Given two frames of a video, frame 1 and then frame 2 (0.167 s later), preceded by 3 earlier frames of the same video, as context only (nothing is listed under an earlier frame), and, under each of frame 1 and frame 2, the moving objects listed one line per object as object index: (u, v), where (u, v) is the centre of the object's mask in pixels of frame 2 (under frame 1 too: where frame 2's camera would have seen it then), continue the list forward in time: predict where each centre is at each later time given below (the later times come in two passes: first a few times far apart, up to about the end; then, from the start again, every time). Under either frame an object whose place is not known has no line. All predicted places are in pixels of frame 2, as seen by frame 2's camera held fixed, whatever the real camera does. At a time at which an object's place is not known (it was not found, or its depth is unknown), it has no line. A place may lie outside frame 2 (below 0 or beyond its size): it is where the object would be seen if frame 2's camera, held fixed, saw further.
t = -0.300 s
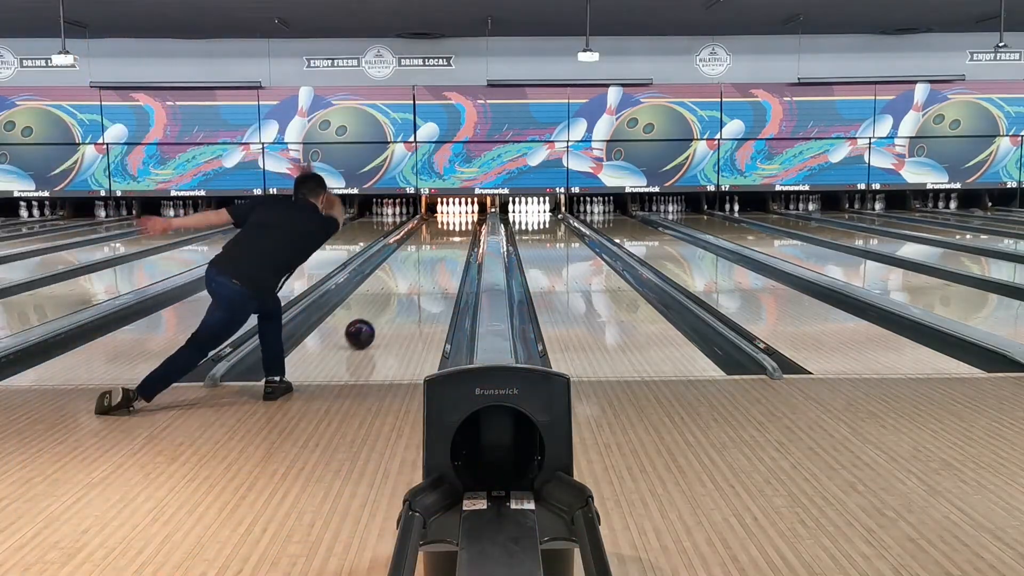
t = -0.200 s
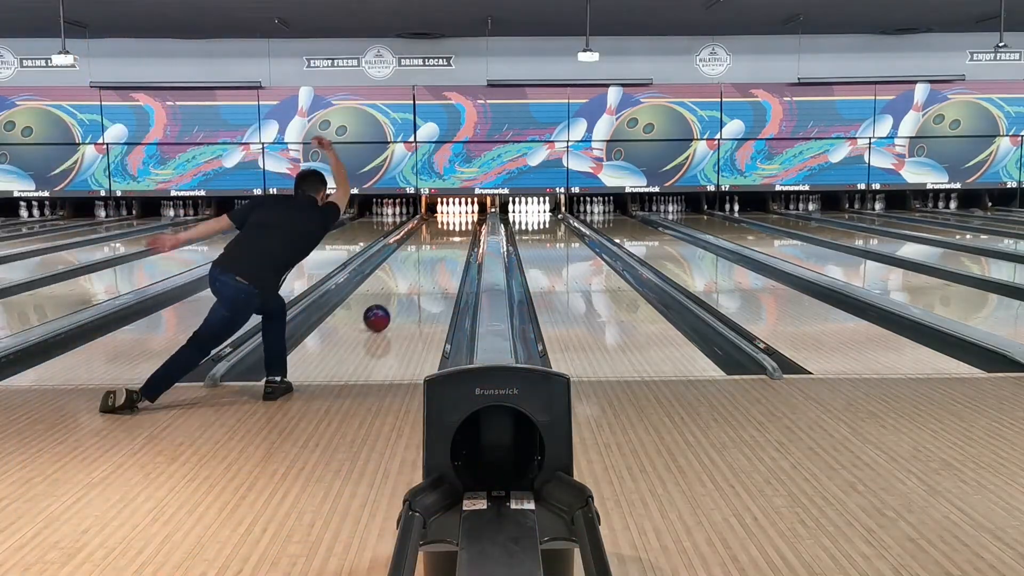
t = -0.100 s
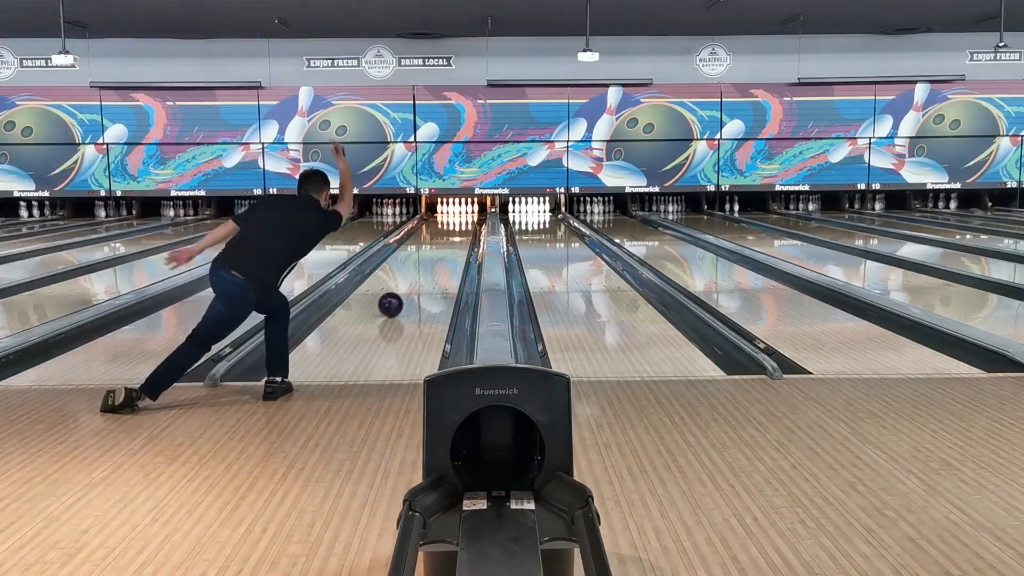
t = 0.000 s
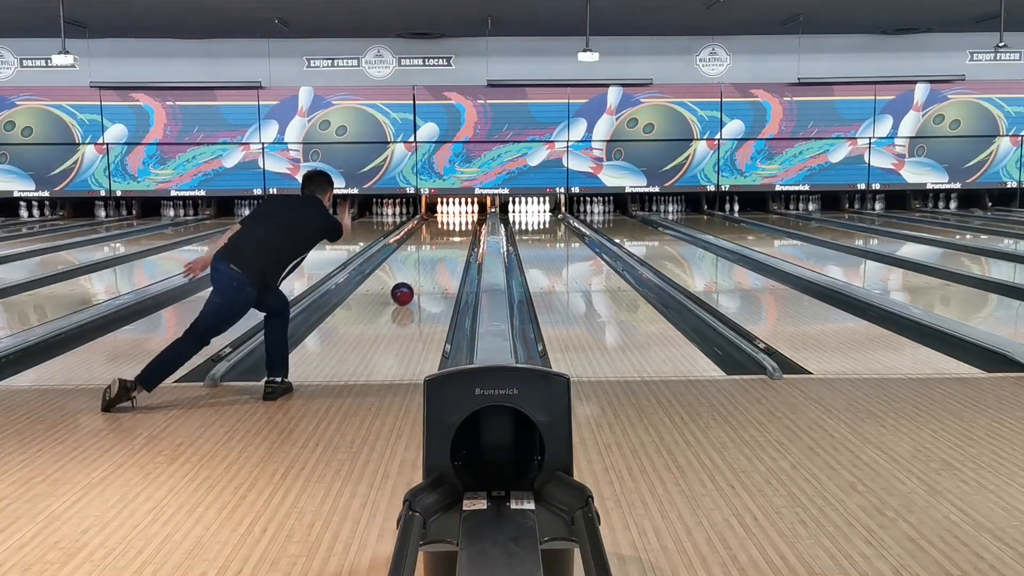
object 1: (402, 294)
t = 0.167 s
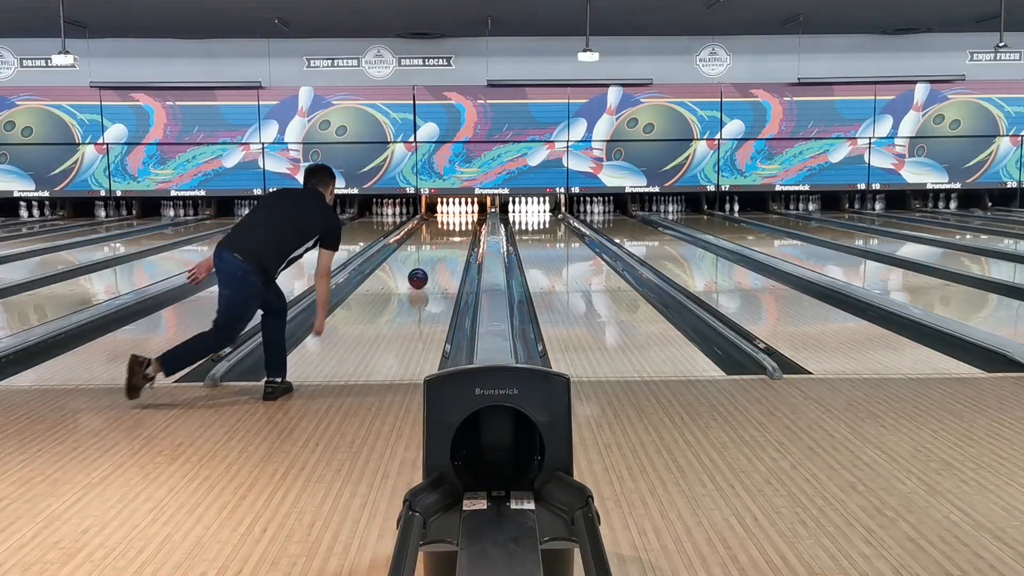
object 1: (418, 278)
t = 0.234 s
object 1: (423, 273)
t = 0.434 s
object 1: (436, 260)
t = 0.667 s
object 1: (447, 248)
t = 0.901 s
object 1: (456, 239)
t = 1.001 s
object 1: (459, 236)
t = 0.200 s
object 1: (420, 276)
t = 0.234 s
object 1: (423, 273)
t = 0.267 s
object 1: (425, 271)
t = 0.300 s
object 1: (428, 269)
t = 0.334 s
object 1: (430, 266)
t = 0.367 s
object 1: (432, 264)
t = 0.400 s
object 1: (434, 262)
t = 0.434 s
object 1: (436, 260)
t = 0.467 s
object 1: (438, 258)
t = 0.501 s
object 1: (440, 256)
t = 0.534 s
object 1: (441, 255)
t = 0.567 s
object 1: (443, 253)
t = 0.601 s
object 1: (444, 251)
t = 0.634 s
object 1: (446, 250)
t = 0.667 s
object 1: (447, 248)
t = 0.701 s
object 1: (449, 247)
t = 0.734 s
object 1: (450, 245)
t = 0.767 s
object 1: (451, 244)
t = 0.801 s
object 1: (452, 242)
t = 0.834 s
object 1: (454, 241)
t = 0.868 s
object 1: (455, 240)
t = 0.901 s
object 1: (456, 239)
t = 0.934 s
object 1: (457, 238)
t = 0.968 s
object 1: (458, 237)
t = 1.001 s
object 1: (459, 236)
